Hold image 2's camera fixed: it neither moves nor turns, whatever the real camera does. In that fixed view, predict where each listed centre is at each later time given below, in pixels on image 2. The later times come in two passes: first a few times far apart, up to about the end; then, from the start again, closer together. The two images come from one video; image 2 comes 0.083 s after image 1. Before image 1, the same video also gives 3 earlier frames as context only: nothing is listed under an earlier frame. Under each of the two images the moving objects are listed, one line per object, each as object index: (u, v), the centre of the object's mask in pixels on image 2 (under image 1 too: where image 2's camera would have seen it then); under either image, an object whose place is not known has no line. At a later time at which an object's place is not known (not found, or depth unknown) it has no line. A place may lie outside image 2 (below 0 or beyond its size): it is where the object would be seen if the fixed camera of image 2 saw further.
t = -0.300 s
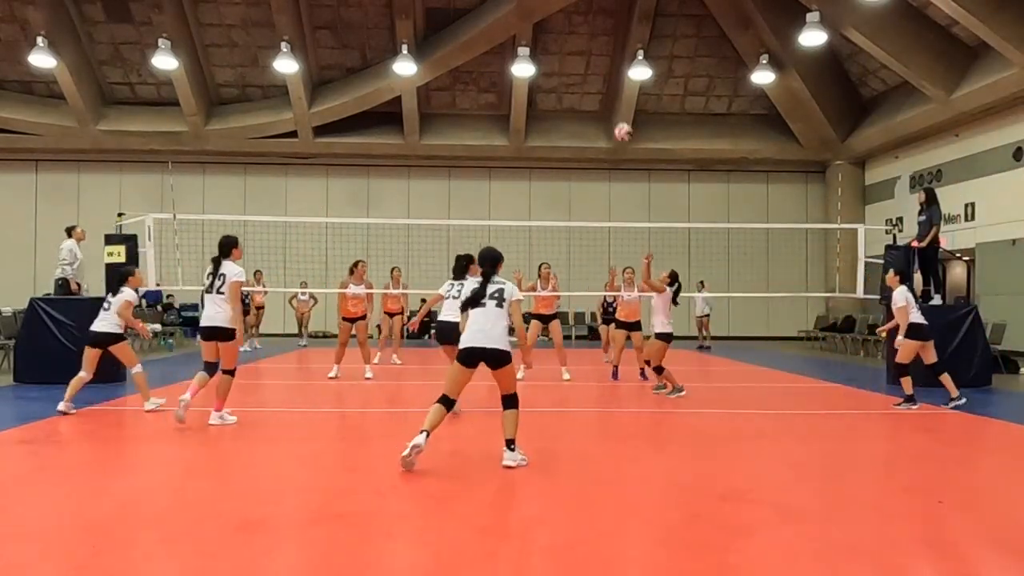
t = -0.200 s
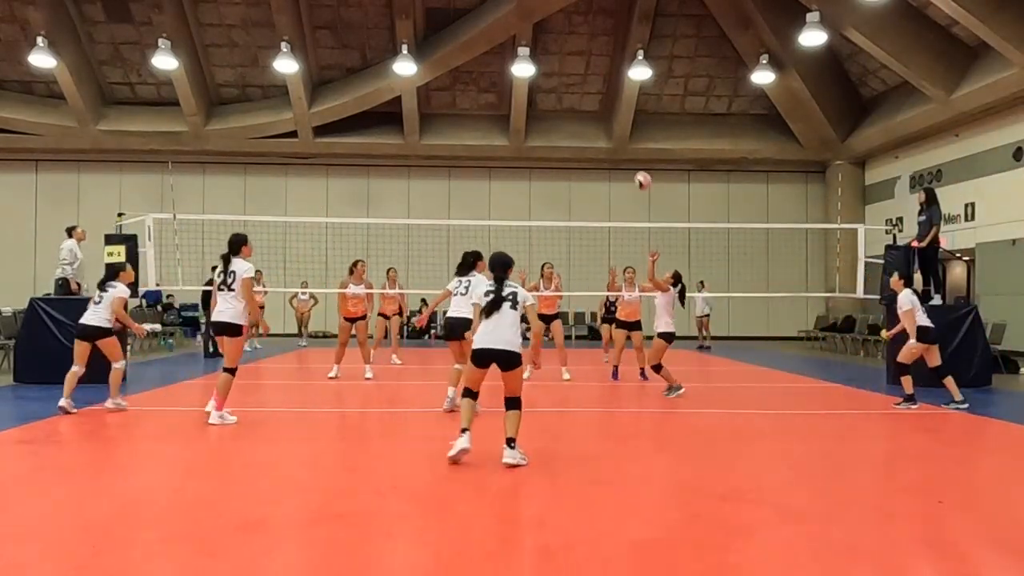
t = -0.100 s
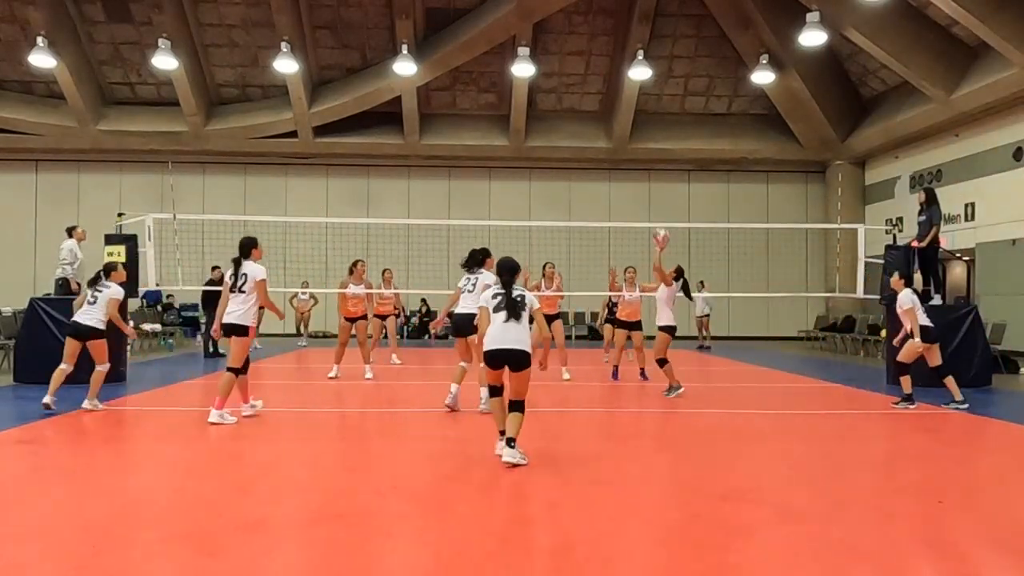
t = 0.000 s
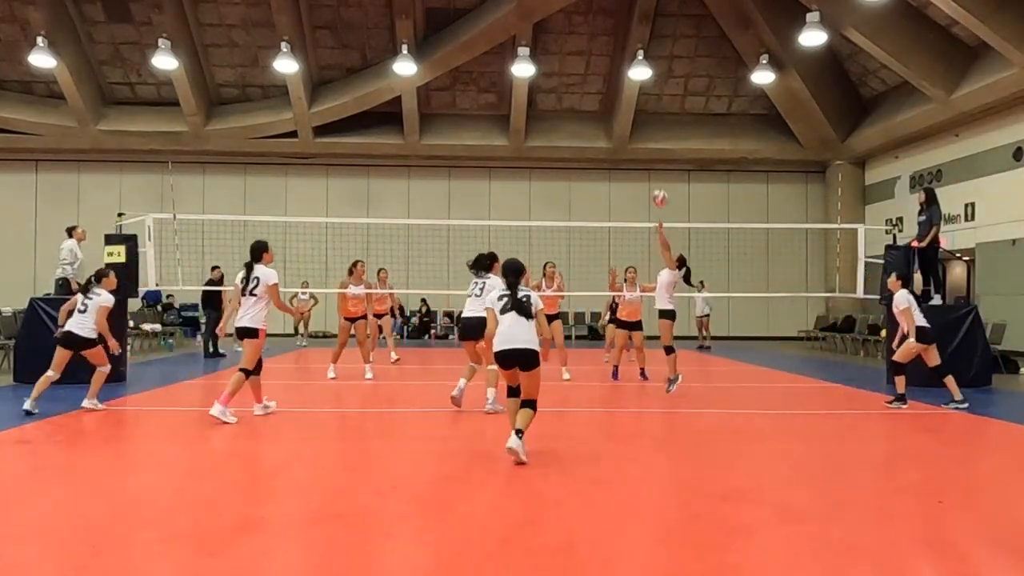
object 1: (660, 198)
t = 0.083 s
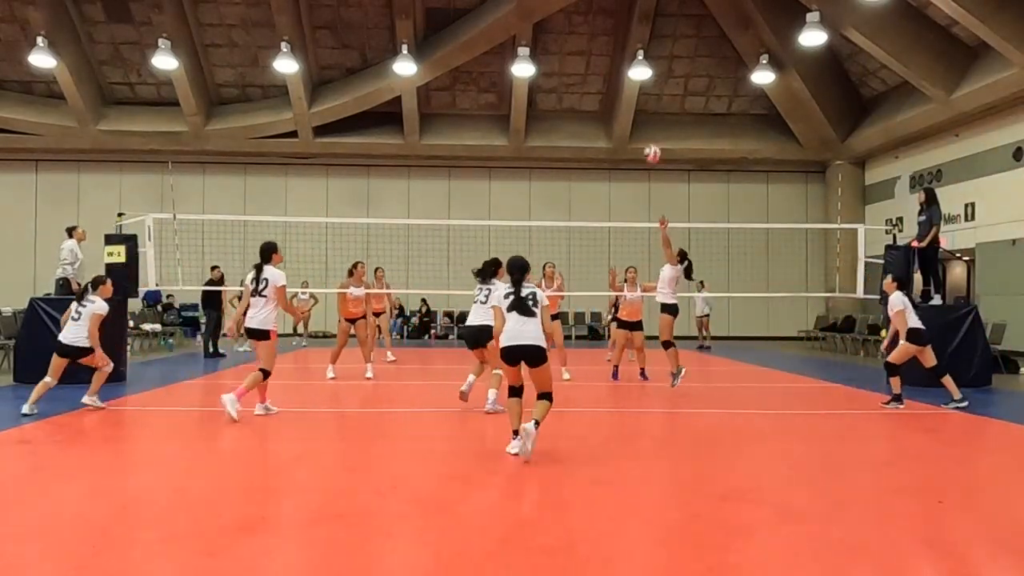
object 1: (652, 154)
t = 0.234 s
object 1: (639, 90)
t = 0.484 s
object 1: (619, 24)
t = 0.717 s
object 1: (600, 8)
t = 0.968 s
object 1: (581, 36)
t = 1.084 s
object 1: (573, 65)
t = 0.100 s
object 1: (651, 145)
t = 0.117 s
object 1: (649, 137)
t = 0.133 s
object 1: (648, 130)
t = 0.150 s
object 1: (646, 123)
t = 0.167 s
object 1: (645, 116)
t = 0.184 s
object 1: (644, 109)
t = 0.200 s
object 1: (642, 102)
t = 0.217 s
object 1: (641, 96)
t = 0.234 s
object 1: (639, 90)
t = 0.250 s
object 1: (639, 86)
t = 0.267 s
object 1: (637, 80)
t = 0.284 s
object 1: (634, 72)
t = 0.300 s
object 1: (632, 66)
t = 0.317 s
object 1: (631, 61)
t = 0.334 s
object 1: (630, 57)
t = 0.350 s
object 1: (629, 53)
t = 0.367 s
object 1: (628, 48)
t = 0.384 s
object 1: (627, 44)
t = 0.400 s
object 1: (626, 40)
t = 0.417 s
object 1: (624, 36)
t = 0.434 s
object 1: (623, 33)
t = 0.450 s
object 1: (621, 30)
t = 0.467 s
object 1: (620, 27)
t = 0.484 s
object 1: (619, 24)
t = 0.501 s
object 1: (617, 22)
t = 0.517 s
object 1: (616, 19)
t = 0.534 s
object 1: (615, 17)
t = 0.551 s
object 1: (613, 15)
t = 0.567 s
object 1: (612, 13)
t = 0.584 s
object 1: (611, 12)
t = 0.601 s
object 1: (610, 11)
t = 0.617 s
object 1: (608, 9)
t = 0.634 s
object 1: (607, 9)
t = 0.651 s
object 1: (606, 8)
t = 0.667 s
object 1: (604, 8)
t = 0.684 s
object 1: (603, 8)
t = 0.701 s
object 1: (602, 8)
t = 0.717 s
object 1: (600, 8)
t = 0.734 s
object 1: (599, 8)
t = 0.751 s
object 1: (598, 9)
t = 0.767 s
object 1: (596, 10)
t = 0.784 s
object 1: (595, 11)
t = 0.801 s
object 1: (594, 12)
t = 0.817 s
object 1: (592, 14)
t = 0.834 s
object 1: (591, 15)
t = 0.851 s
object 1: (590, 17)
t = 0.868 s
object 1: (589, 19)
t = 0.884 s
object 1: (588, 21)
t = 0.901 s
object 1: (586, 24)
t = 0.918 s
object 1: (585, 27)
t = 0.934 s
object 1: (584, 29)
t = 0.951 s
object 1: (582, 32)
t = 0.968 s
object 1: (581, 36)
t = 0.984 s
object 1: (580, 39)
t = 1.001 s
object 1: (579, 43)
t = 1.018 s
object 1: (577, 47)
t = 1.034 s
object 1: (576, 51)
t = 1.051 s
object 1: (575, 56)
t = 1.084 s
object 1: (573, 65)
